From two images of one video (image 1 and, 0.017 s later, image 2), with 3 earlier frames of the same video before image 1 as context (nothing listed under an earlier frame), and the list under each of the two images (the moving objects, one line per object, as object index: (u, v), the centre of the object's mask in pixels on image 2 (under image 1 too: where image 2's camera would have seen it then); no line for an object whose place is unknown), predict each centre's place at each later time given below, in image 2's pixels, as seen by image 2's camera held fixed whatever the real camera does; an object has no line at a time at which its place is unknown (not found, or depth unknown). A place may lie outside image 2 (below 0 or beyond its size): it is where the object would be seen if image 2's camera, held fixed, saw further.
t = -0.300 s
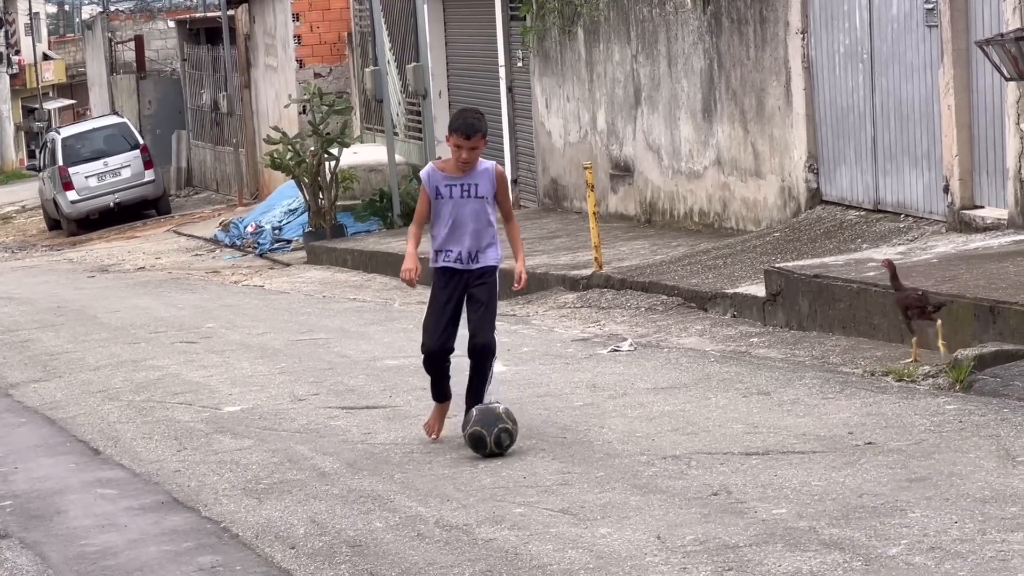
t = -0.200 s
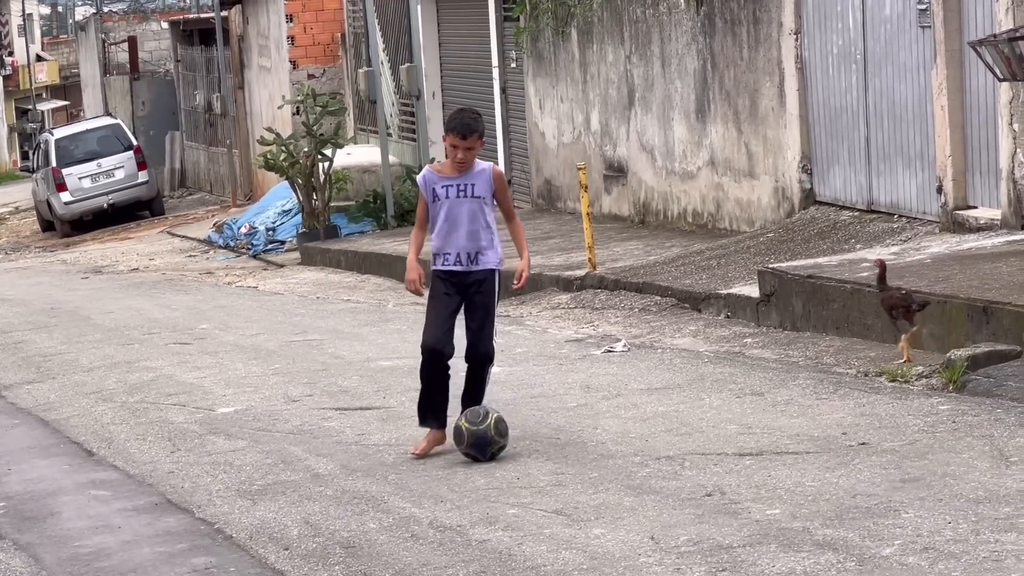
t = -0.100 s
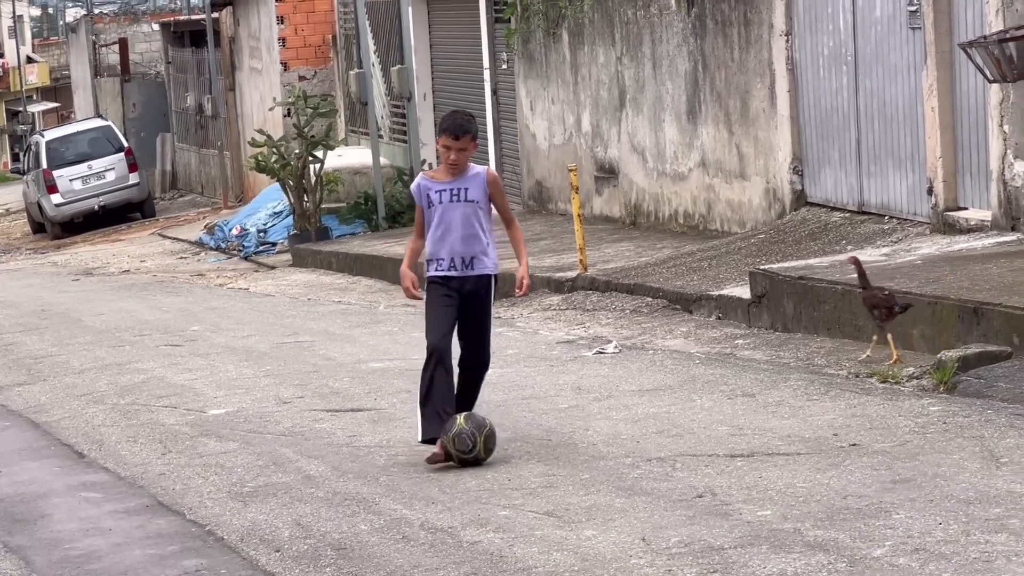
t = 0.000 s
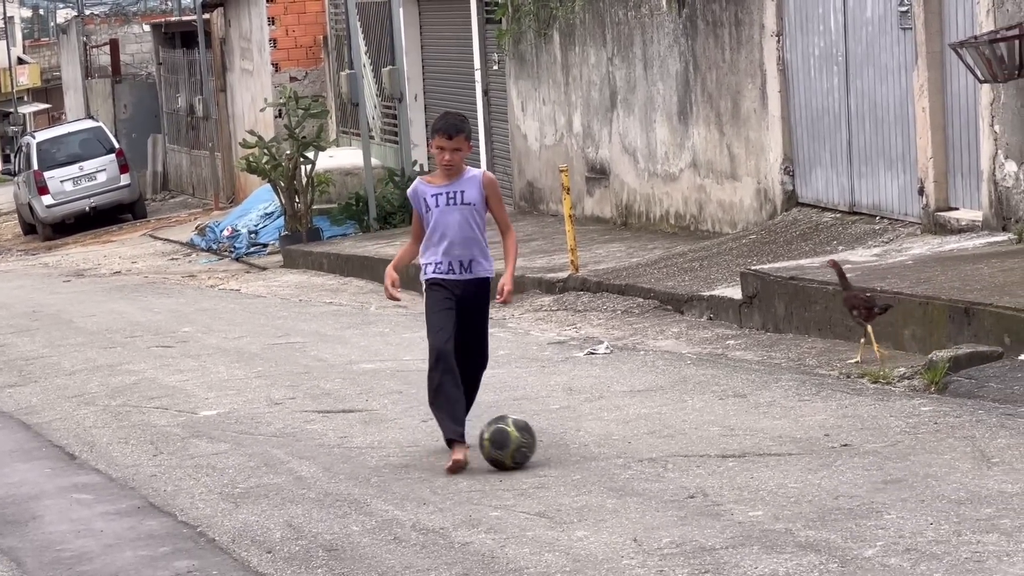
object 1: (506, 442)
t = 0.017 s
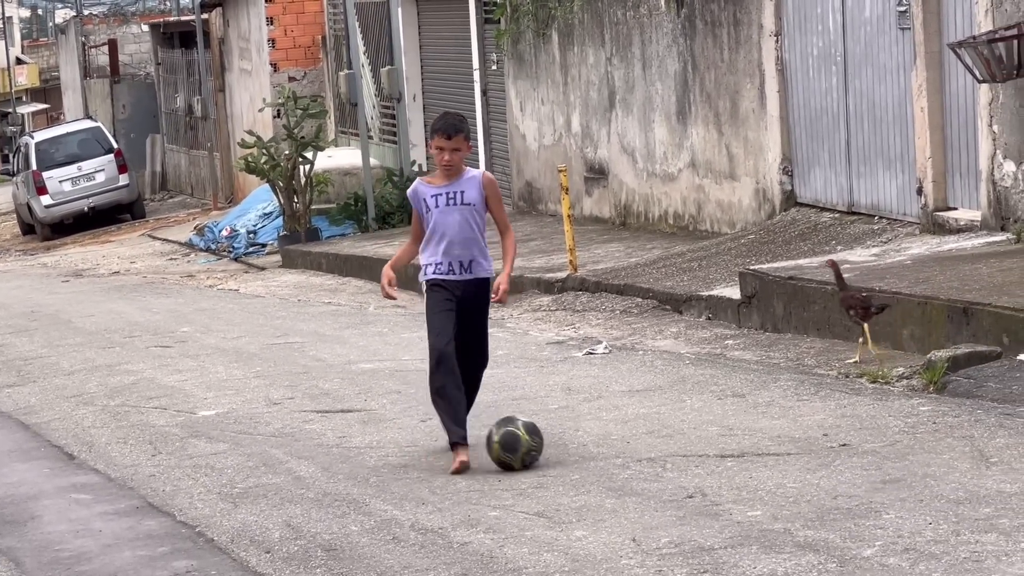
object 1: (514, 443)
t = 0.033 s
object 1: (522, 443)
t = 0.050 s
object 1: (529, 442)
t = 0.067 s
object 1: (535, 442)
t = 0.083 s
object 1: (542, 442)
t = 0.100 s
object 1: (547, 442)
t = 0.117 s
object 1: (552, 442)
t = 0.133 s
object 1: (558, 442)
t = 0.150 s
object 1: (563, 443)
